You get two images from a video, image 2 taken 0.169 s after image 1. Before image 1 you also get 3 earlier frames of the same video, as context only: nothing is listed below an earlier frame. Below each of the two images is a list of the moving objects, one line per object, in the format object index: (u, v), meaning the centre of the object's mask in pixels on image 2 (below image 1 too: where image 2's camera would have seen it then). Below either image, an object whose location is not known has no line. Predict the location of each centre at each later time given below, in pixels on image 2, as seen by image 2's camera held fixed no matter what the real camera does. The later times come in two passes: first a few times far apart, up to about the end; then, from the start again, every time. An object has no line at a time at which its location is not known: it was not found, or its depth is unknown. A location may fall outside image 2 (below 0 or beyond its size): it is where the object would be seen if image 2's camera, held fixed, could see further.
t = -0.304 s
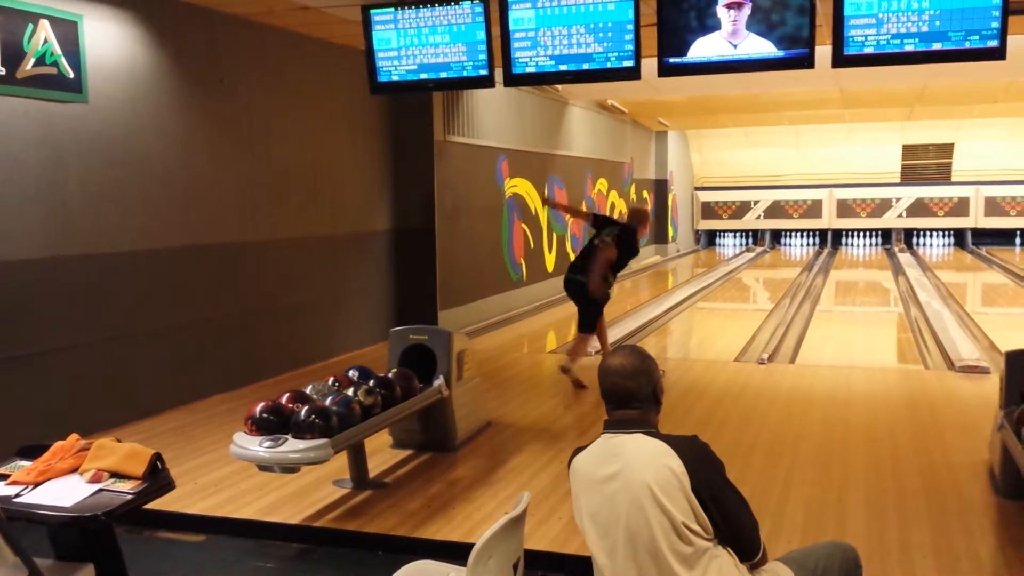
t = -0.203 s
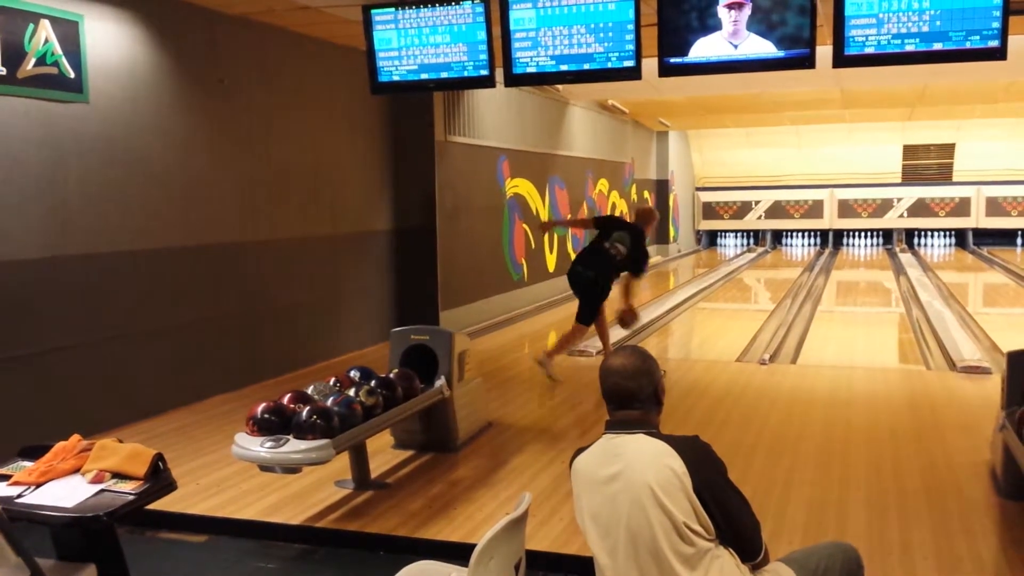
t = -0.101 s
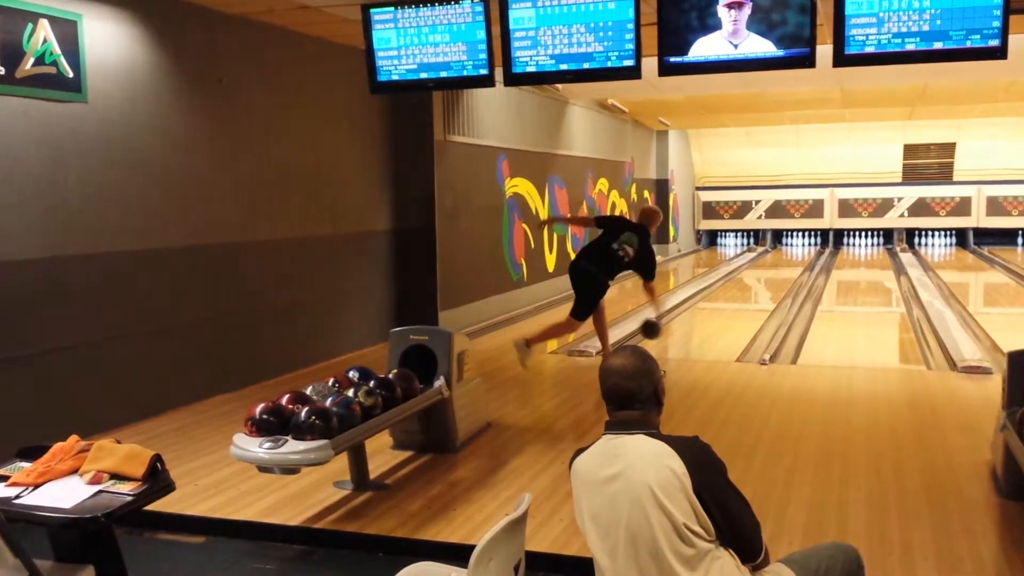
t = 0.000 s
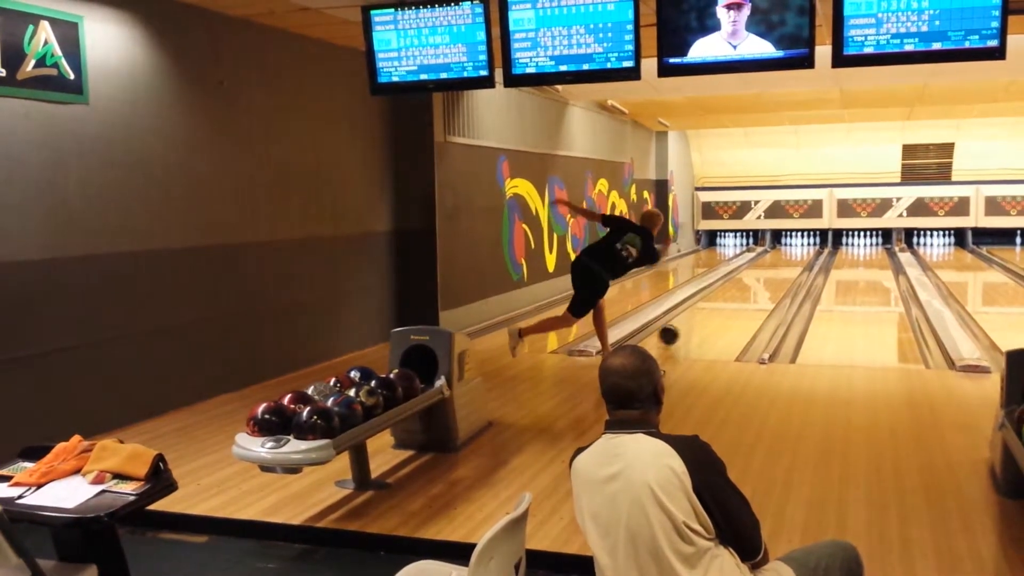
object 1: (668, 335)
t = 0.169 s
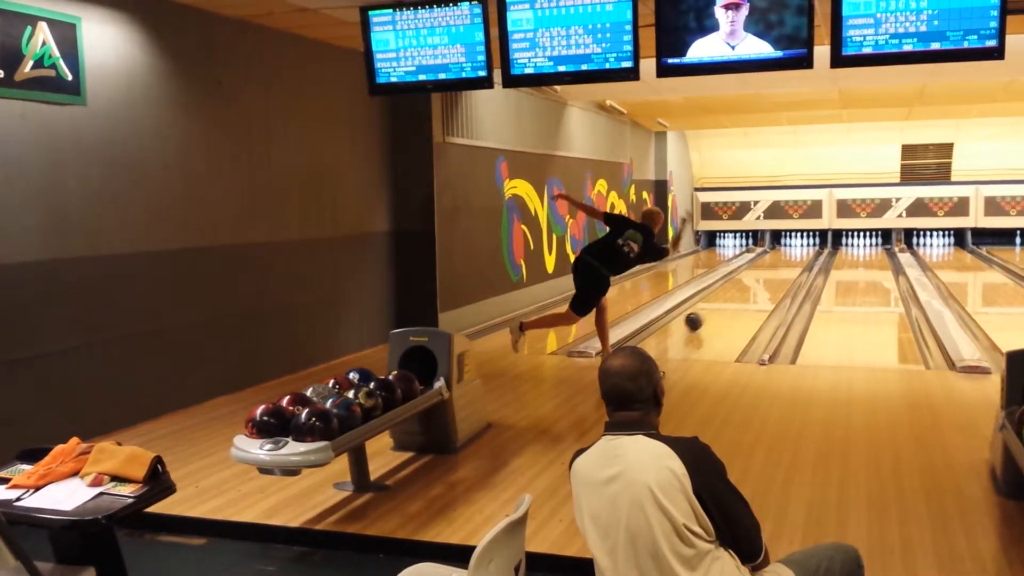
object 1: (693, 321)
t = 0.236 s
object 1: (702, 317)
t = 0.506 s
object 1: (730, 299)
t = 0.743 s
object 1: (748, 288)
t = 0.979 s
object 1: (763, 278)
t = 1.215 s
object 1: (774, 271)
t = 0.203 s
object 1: (698, 318)
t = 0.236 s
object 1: (702, 317)
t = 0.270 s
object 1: (706, 314)
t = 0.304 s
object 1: (710, 312)
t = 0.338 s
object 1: (713, 309)
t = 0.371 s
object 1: (716, 307)
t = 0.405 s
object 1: (720, 305)
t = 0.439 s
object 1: (724, 303)
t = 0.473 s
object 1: (727, 301)
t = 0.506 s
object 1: (730, 299)
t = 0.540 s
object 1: (733, 298)
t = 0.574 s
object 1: (735, 296)
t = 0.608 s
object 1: (738, 294)
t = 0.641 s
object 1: (741, 293)
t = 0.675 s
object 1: (743, 291)
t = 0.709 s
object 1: (746, 289)
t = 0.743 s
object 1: (748, 288)
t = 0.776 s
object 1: (750, 286)
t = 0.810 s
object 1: (752, 285)
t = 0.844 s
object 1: (755, 284)
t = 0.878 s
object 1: (757, 282)
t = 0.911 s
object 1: (759, 281)
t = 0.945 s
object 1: (760, 280)
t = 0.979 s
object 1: (763, 278)
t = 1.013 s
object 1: (764, 277)
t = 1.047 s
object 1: (766, 276)
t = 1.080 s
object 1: (768, 275)
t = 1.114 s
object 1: (769, 274)
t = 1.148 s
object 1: (771, 274)
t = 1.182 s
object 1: (773, 273)
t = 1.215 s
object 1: (774, 271)
